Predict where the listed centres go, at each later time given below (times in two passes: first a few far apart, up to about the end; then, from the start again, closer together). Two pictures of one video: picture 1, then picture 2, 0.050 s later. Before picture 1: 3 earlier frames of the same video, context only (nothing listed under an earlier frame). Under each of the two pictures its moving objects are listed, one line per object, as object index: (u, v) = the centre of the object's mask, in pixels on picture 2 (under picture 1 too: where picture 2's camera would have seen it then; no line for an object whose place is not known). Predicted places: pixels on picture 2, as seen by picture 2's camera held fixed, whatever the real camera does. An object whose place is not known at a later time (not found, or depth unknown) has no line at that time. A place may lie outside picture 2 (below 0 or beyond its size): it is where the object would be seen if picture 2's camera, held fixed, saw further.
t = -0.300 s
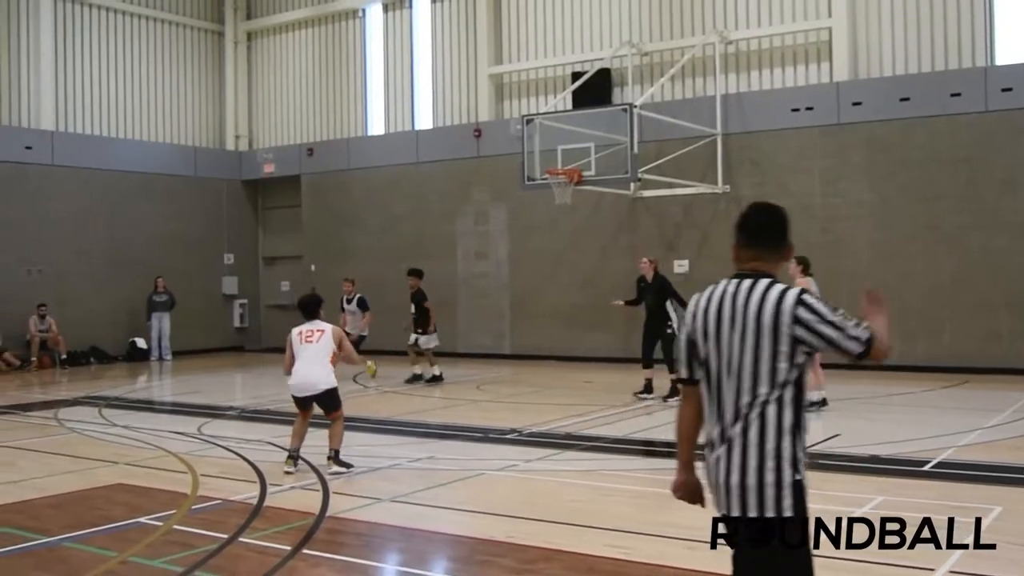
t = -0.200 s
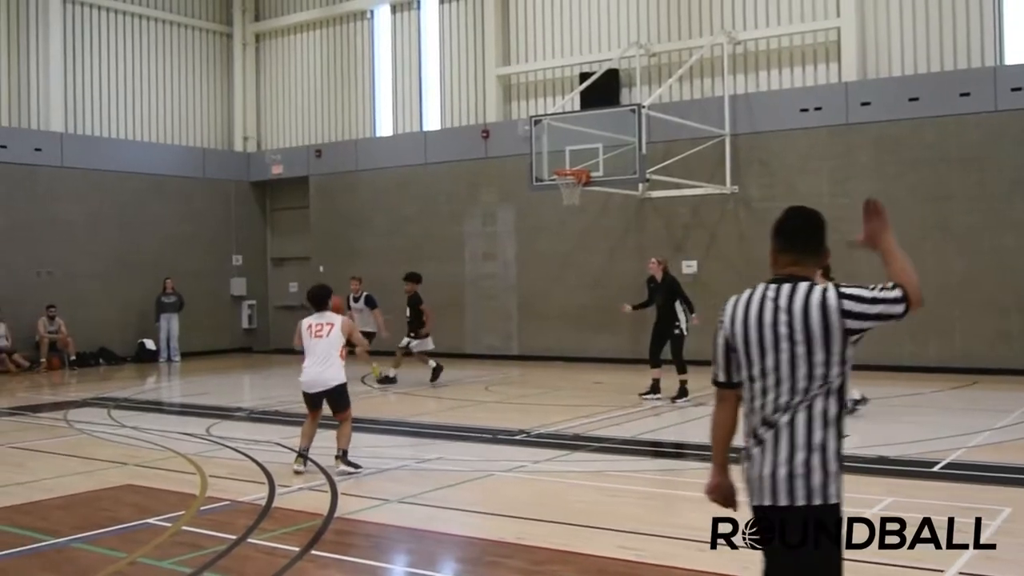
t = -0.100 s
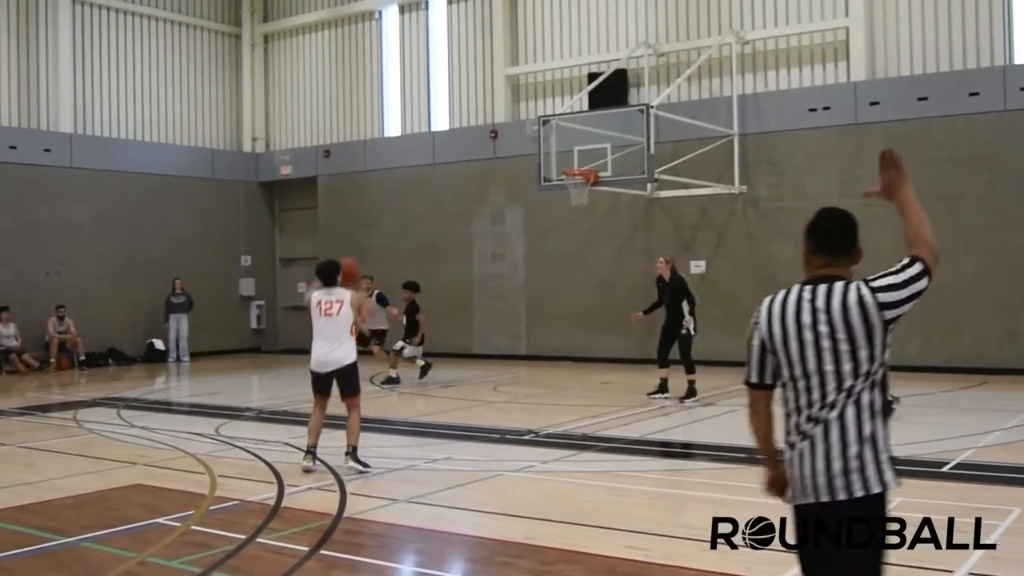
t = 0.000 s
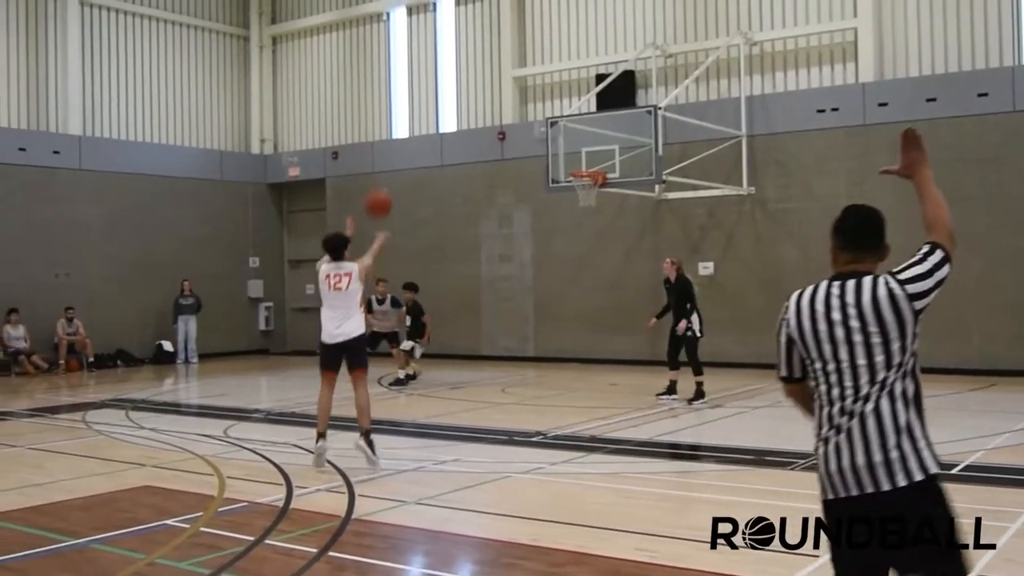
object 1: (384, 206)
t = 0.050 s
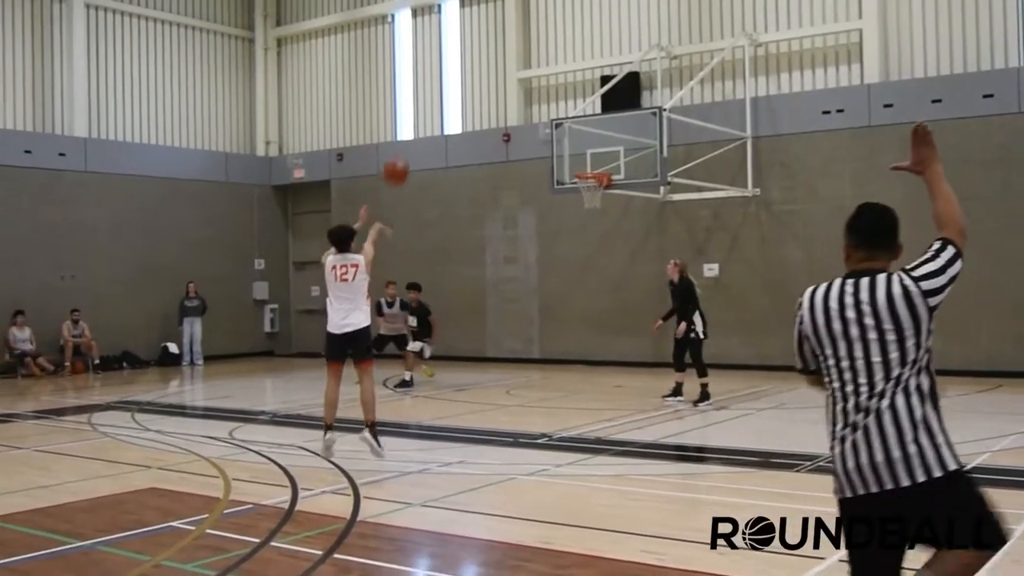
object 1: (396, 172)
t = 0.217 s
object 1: (434, 84)
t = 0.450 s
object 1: (481, 25)
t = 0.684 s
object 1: (519, 19)
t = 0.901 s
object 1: (548, 53)
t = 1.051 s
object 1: (566, 93)
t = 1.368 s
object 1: (582, 202)
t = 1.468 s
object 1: (566, 228)
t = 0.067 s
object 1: (400, 161)
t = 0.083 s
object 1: (404, 151)
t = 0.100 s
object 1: (409, 142)
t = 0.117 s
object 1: (413, 132)
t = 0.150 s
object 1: (421, 114)
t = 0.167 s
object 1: (425, 106)
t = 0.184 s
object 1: (428, 98)
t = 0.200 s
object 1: (431, 91)
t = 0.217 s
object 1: (434, 84)
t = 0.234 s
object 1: (438, 78)
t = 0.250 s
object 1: (441, 72)
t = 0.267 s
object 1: (444, 66)
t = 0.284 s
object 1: (448, 61)
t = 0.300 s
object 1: (452, 56)
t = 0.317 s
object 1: (456, 51)
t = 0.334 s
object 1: (460, 46)
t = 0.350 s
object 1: (463, 42)
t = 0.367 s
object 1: (466, 38)
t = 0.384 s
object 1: (469, 35)
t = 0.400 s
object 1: (472, 32)
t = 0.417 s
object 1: (475, 29)
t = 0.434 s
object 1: (478, 27)
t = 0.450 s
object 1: (481, 25)
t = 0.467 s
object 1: (484, 23)
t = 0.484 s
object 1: (486, 21)
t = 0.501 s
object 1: (489, 20)
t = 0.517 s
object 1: (492, 19)
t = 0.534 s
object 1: (495, 17)
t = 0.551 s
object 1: (498, 16)
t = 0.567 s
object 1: (500, 16)
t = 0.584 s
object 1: (503, 16)
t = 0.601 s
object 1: (506, 16)
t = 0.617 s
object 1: (509, 16)
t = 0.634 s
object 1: (511, 16)
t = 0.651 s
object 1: (514, 17)
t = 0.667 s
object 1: (517, 18)
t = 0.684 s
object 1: (519, 19)
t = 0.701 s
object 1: (522, 21)
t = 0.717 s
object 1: (524, 22)
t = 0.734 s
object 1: (526, 24)
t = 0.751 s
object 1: (529, 26)
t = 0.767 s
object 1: (531, 28)
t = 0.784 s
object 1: (534, 30)
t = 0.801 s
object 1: (536, 33)
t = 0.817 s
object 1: (538, 35)
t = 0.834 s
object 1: (540, 38)
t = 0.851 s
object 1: (542, 42)
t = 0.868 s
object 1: (544, 45)
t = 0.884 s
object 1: (547, 49)
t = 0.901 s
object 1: (548, 53)
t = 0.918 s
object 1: (551, 56)
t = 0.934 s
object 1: (553, 60)
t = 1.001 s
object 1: (560, 78)
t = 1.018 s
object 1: (562, 83)
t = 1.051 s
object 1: (566, 93)
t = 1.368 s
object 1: (582, 202)
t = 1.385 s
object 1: (578, 207)
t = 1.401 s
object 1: (575, 210)
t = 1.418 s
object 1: (573, 214)
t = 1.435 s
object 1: (570, 218)
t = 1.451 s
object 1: (568, 223)
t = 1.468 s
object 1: (566, 228)
